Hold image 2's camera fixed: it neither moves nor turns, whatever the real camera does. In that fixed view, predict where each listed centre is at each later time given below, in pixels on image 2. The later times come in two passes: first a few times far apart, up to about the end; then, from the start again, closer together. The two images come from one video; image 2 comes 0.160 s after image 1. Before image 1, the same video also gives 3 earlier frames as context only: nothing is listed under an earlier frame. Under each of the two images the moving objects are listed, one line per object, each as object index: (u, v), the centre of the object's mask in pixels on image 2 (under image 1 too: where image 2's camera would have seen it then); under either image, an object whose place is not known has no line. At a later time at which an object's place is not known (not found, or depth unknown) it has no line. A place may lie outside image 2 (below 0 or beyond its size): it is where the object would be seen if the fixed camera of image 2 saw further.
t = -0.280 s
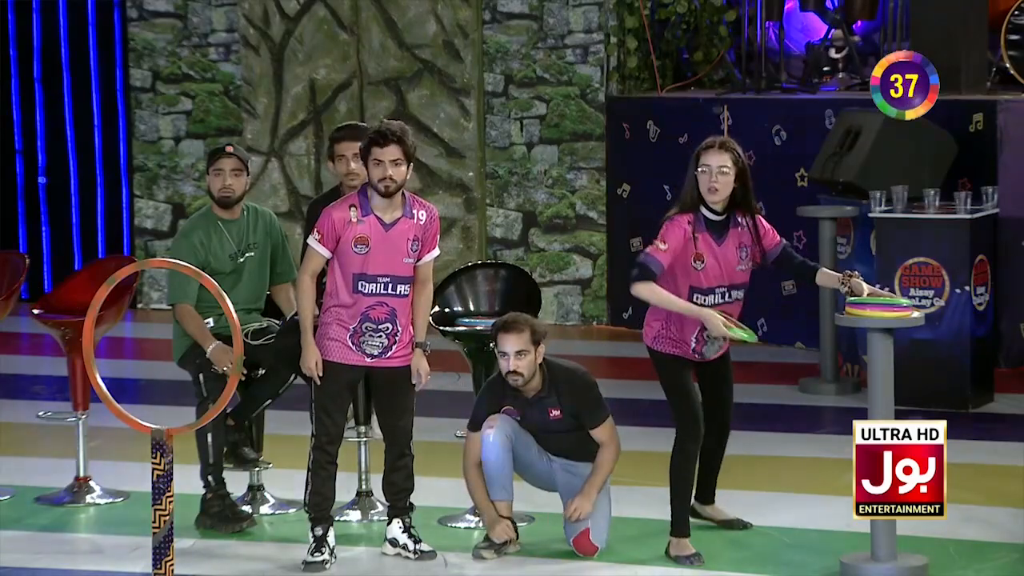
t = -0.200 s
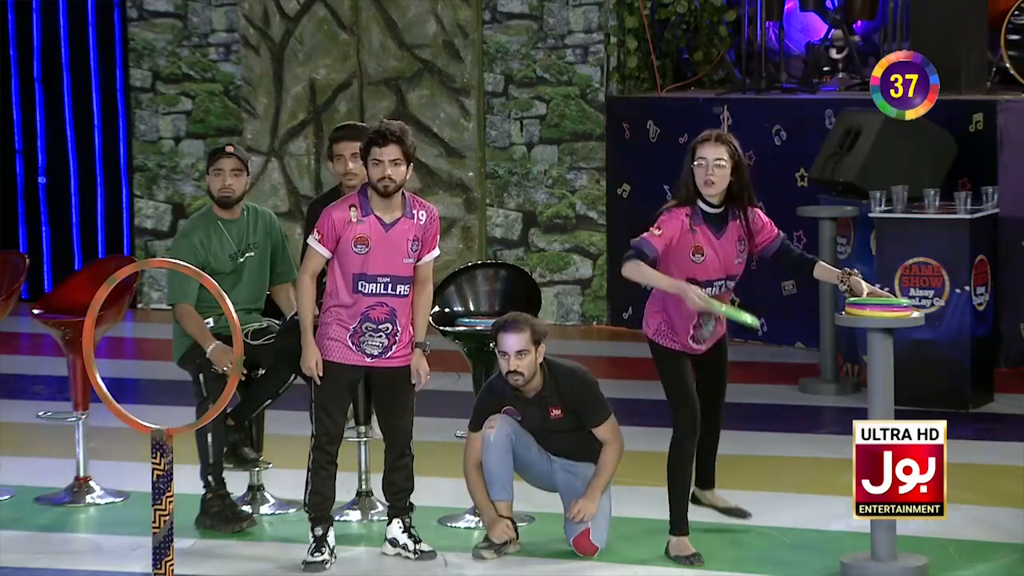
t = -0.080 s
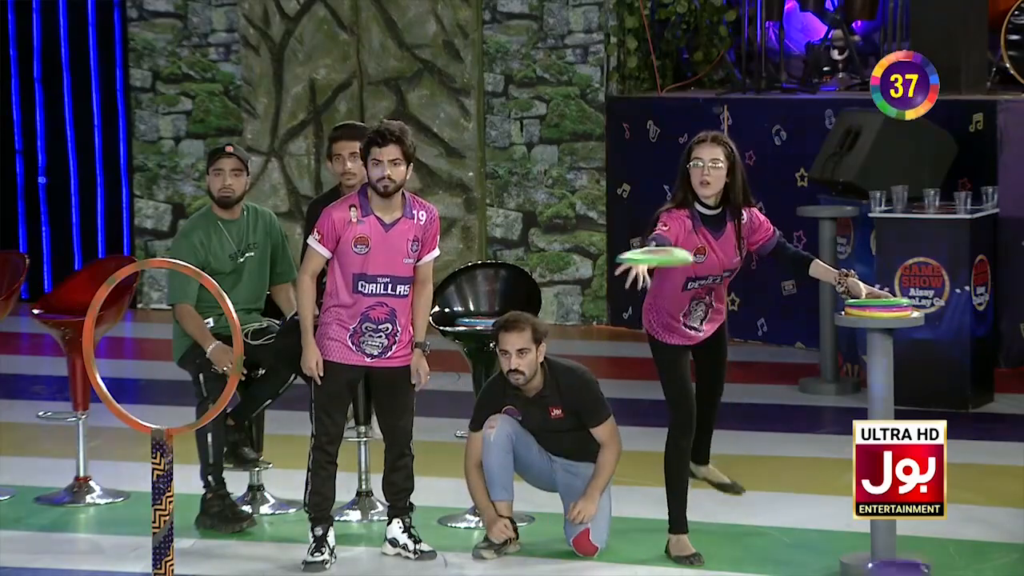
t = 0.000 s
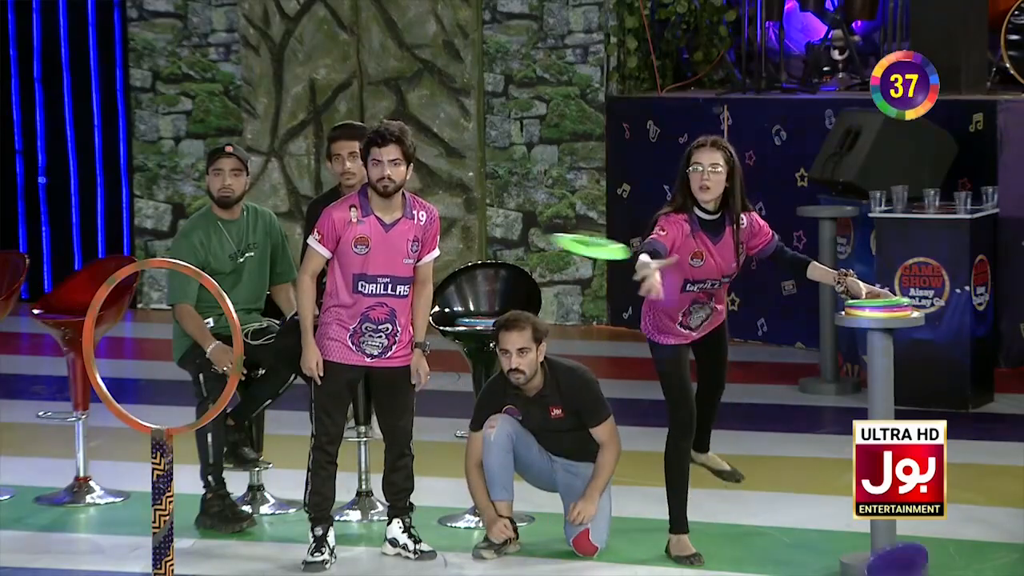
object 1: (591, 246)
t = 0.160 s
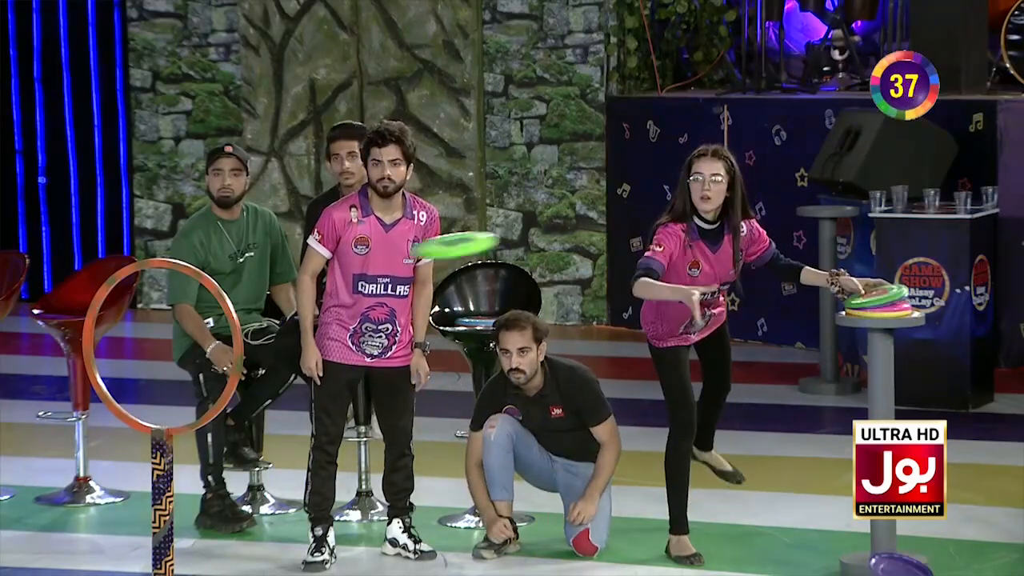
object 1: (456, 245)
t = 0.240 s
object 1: (369, 252)
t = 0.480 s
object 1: (77, 345)
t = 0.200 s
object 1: (415, 247)
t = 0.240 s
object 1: (369, 252)
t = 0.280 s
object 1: (324, 259)
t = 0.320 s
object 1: (273, 269)
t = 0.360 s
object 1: (227, 279)
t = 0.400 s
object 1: (161, 300)
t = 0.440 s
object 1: (119, 317)
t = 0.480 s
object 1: (77, 345)
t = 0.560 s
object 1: (17, 399)
